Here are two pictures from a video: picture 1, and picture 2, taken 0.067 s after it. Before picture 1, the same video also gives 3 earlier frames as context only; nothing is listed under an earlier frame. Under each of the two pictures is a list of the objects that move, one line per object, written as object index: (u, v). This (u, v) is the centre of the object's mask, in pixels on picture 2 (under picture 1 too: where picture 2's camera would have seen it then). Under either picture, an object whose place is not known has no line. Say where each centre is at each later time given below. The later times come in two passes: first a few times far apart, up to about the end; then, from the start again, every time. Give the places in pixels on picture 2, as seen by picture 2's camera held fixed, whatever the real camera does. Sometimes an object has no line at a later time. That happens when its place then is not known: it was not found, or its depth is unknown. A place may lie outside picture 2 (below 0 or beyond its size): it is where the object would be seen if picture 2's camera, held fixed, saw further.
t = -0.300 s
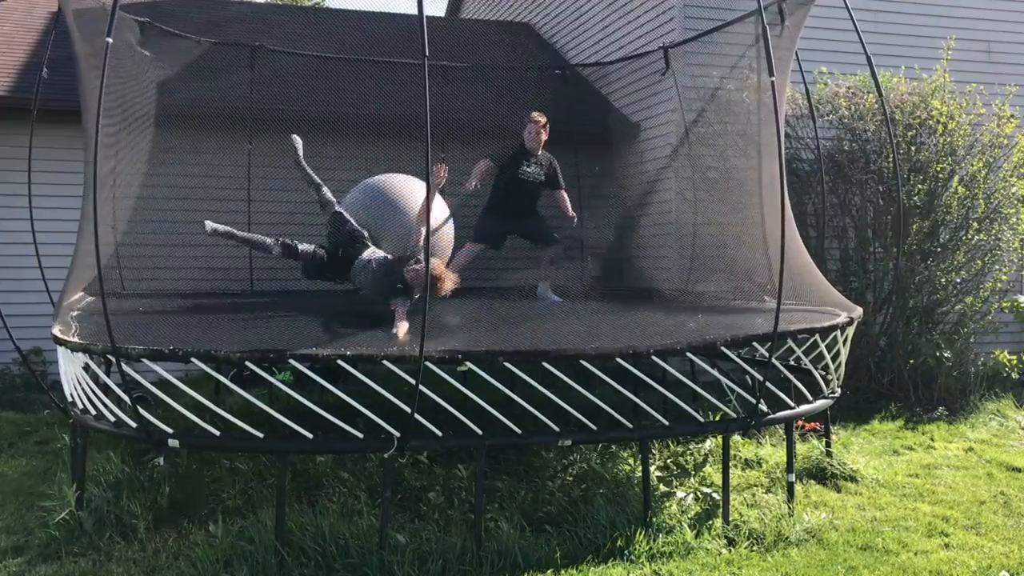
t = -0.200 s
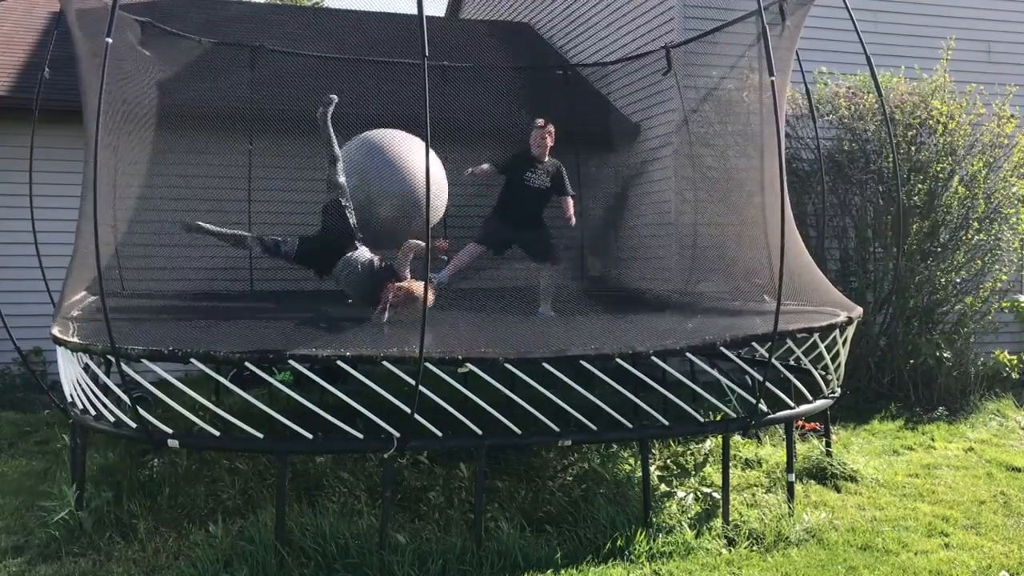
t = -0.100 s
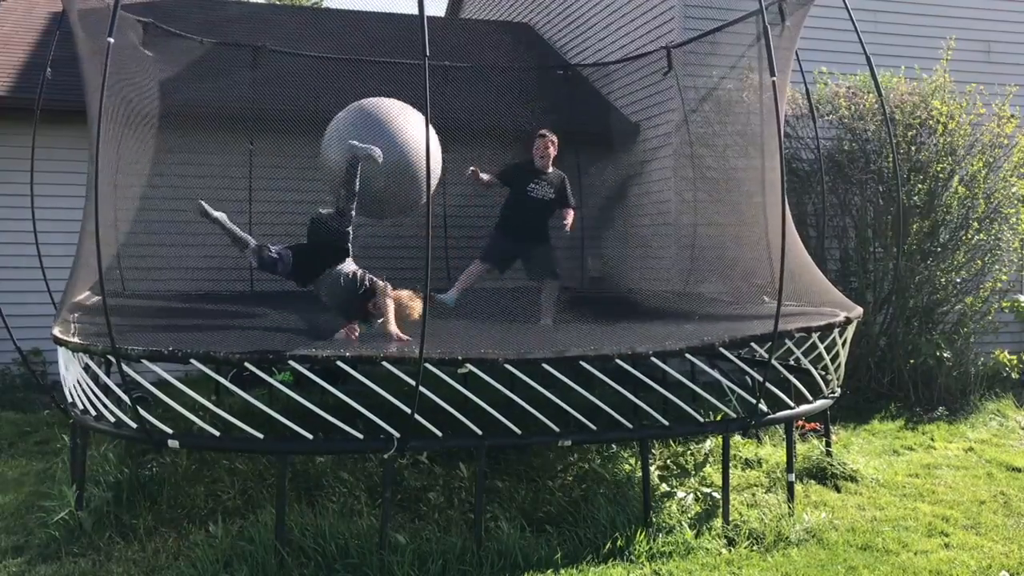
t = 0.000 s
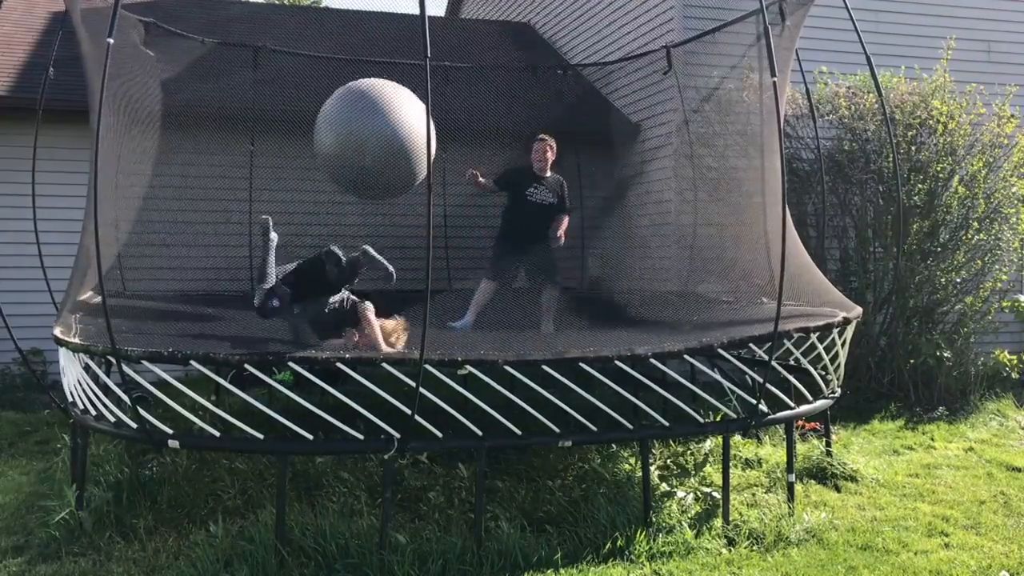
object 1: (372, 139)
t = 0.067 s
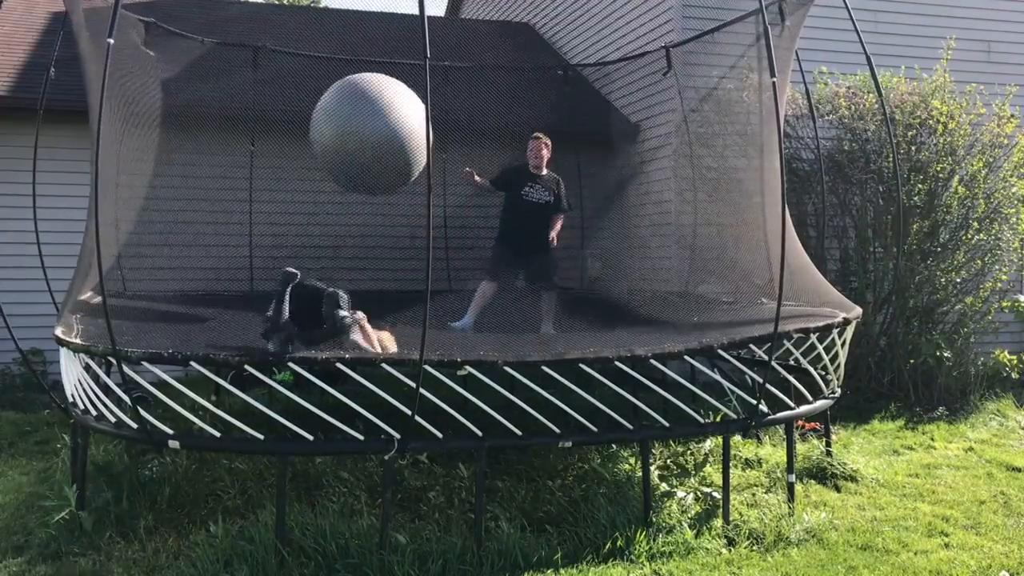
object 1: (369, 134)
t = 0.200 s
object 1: (363, 138)
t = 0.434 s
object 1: (351, 197)
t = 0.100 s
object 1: (368, 133)
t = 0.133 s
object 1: (367, 133)
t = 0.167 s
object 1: (365, 135)
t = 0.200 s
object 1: (363, 138)
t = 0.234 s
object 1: (361, 143)
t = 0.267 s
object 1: (359, 149)
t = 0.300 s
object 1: (357, 156)
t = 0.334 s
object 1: (355, 165)
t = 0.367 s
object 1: (354, 174)
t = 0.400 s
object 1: (352, 185)
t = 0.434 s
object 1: (351, 197)
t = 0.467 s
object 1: (349, 210)
